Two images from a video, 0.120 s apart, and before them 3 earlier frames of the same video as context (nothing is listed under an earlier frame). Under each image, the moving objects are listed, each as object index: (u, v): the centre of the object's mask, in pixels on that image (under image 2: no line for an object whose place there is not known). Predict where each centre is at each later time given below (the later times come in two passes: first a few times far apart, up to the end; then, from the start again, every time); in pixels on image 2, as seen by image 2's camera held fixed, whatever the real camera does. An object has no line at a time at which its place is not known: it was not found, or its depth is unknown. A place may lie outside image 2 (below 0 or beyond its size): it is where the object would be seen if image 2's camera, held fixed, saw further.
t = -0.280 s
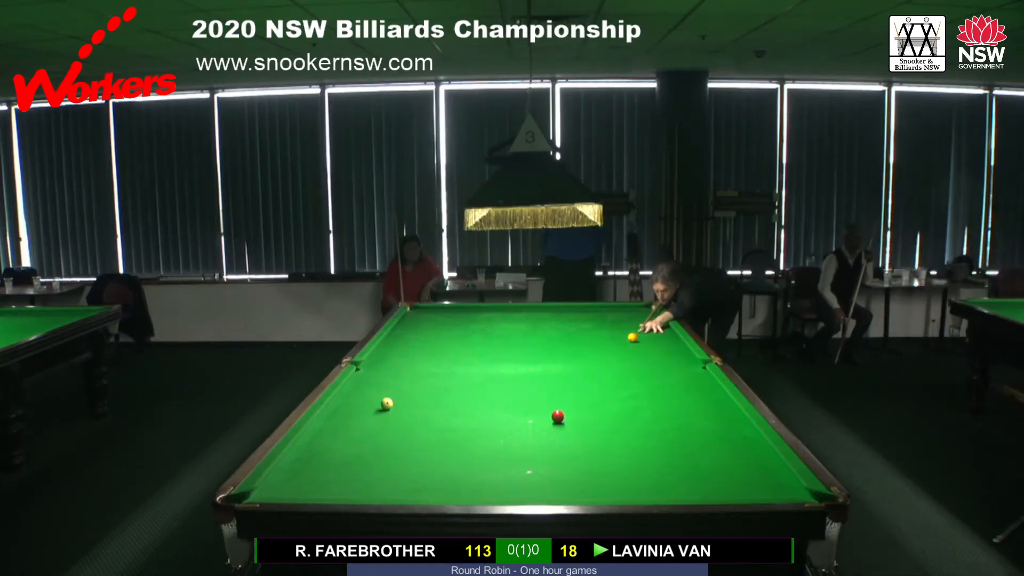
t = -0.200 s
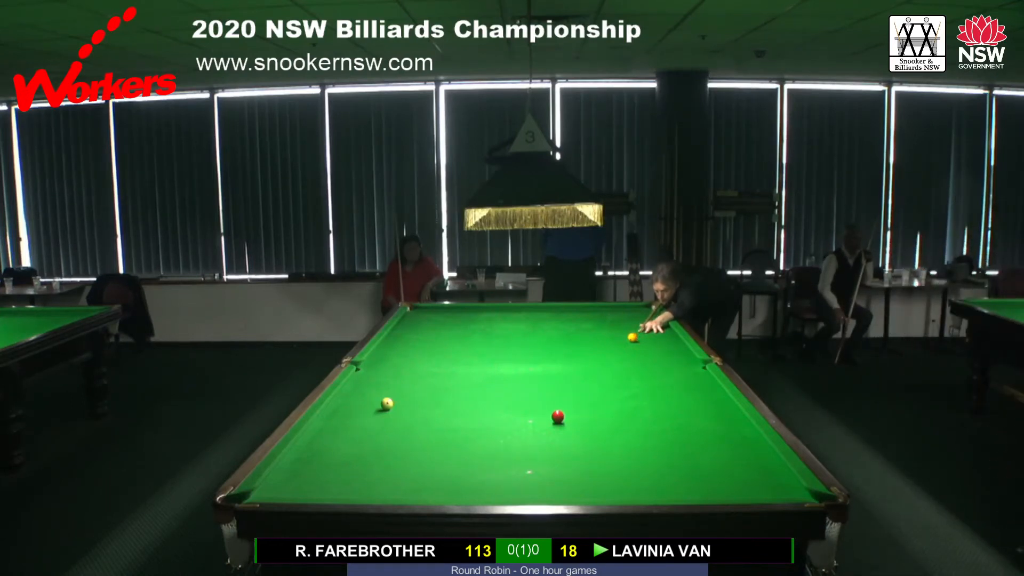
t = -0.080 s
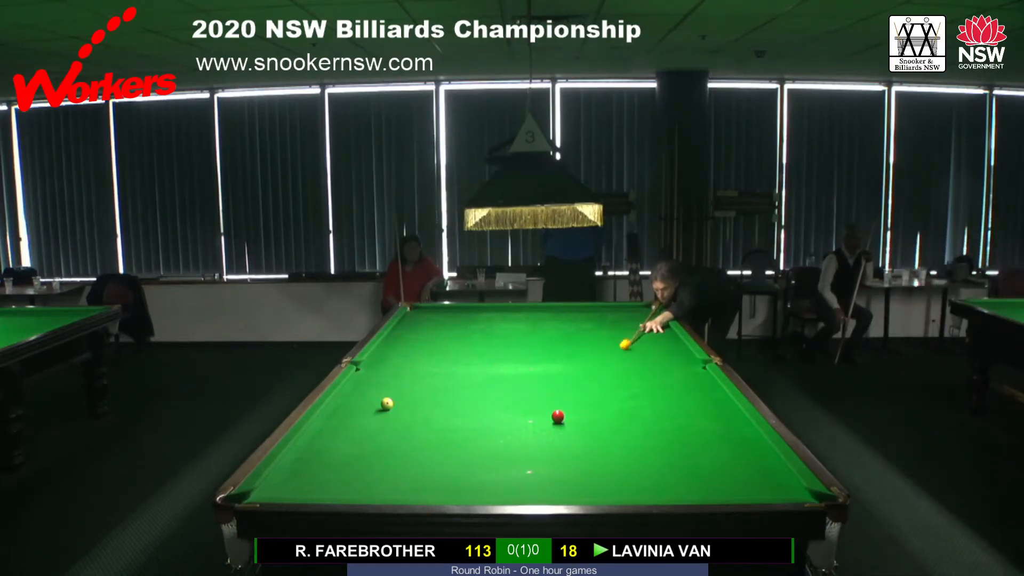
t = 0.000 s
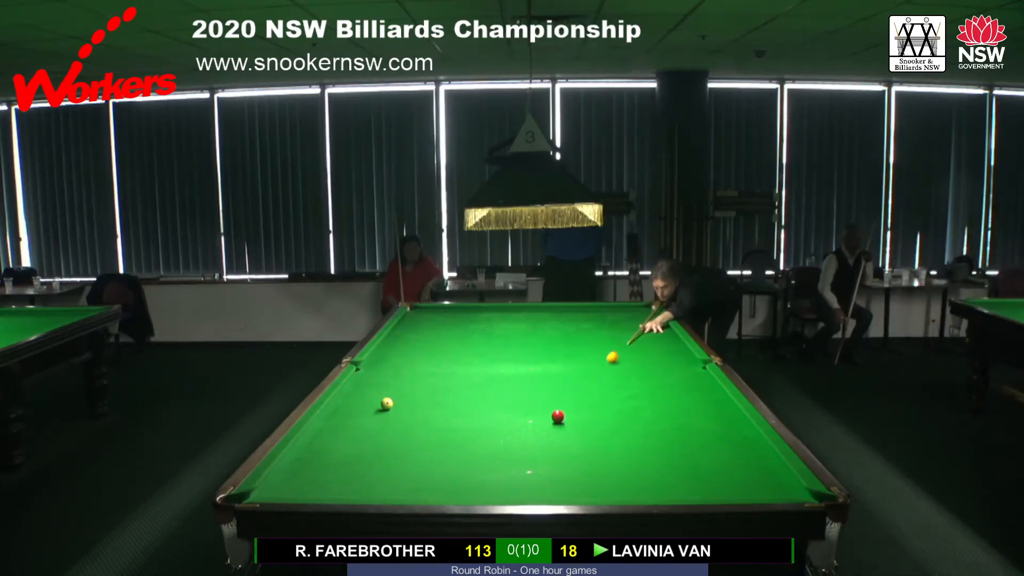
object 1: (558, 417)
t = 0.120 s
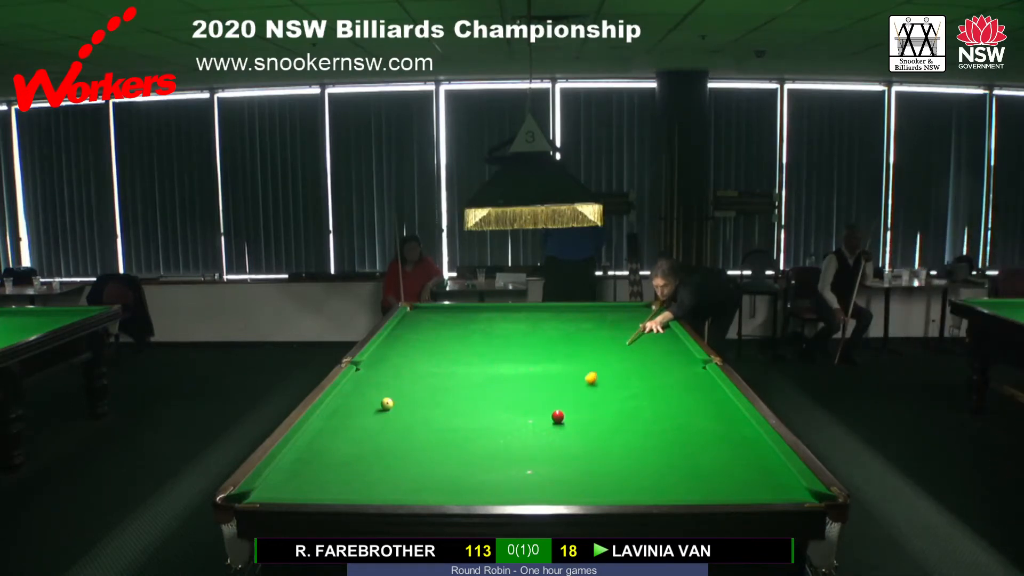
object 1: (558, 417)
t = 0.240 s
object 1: (558, 417)
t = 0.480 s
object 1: (574, 456)
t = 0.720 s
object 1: (593, 490)
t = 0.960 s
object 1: (600, 452)
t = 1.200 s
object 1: (605, 423)
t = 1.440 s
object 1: (610, 400)
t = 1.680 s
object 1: (613, 381)
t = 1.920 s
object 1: (617, 366)
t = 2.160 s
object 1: (619, 352)
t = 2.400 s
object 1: (622, 341)
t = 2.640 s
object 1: (624, 331)
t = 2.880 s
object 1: (626, 322)
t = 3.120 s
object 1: (628, 315)
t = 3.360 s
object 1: (630, 308)
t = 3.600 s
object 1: (634, 308)
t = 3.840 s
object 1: (641, 312)
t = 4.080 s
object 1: (647, 317)
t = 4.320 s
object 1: (654, 322)
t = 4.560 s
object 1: (661, 326)
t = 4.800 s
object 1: (668, 331)
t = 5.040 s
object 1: (675, 336)
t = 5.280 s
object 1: (678, 341)
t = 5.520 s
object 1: (679, 345)
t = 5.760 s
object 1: (681, 349)
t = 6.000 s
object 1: (682, 354)
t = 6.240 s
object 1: (683, 358)
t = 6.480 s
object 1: (684, 362)
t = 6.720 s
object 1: (685, 366)
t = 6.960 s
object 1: (686, 370)
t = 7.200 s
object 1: (686, 373)
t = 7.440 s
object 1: (687, 377)
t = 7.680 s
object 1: (687, 380)
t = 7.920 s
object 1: (687, 382)
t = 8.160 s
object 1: (688, 385)
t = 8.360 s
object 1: (688, 387)
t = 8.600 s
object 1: (688, 389)
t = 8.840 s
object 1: (689, 391)
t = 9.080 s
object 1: (689, 392)
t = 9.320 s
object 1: (689, 392)
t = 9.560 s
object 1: (689, 393)
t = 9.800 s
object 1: (689, 393)
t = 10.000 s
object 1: (689, 393)
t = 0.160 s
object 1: (558, 417)
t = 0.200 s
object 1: (558, 417)
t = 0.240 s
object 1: (558, 417)
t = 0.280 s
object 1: (557, 417)
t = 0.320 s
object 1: (560, 422)
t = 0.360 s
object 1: (564, 431)
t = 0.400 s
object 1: (567, 439)
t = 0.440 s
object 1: (570, 448)
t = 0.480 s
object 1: (574, 456)
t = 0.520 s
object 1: (578, 465)
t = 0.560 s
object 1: (581, 474)
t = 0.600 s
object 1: (585, 482)
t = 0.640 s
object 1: (589, 490)
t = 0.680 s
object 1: (592, 494)
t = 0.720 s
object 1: (593, 490)
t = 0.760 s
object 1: (595, 483)
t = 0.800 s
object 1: (596, 475)
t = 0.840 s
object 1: (597, 469)
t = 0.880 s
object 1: (598, 463)
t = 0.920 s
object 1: (599, 457)
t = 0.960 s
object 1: (600, 452)
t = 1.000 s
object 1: (601, 447)
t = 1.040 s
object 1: (602, 441)
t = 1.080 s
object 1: (603, 437)
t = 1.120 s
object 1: (604, 432)
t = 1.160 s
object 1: (605, 428)
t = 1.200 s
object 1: (605, 423)
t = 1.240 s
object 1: (606, 419)
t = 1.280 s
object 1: (607, 415)
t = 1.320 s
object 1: (608, 411)
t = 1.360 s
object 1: (608, 407)
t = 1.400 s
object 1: (609, 404)
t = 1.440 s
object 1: (610, 400)
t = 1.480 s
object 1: (610, 397)
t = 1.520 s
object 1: (611, 393)
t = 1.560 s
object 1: (612, 390)
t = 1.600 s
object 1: (612, 387)
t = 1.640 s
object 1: (613, 384)
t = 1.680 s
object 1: (613, 381)
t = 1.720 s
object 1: (614, 378)
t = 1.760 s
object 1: (614, 376)
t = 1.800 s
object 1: (615, 373)
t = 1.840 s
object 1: (616, 371)
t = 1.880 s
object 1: (616, 368)
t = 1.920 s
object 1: (617, 366)
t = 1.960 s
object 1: (617, 363)
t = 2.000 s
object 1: (617, 361)
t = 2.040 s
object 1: (618, 359)
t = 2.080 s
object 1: (618, 357)
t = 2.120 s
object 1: (619, 355)
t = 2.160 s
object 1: (619, 352)
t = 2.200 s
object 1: (620, 350)
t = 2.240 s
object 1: (620, 348)
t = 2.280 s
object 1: (620, 347)
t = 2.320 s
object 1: (621, 345)
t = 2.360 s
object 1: (621, 343)
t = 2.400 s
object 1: (622, 341)
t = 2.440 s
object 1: (622, 339)
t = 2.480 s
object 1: (622, 338)
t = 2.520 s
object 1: (623, 336)
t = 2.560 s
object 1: (623, 334)
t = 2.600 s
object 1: (624, 333)
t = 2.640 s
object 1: (624, 331)
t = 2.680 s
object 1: (624, 330)
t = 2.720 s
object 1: (624, 328)
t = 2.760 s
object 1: (625, 327)
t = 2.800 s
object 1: (625, 325)
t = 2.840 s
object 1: (625, 324)
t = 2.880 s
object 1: (626, 322)
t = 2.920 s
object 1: (626, 321)
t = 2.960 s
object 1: (626, 320)
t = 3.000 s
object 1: (627, 318)
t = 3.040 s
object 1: (627, 317)
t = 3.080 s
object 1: (627, 316)
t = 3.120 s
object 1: (628, 315)
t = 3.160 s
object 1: (628, 314)
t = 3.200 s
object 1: (628, 312)
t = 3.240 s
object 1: (629, 311)
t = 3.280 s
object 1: (629, 310)
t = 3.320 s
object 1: (629, 309)
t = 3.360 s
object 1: (630, 308)
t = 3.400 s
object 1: (630, 307)
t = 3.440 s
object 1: (630, 306)
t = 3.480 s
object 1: (630, 306)
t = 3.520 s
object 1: (631, 306)
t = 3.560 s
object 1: (633, 308)
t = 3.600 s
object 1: (634, 308)
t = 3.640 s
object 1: (635, 308)
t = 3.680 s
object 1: (636, 309)
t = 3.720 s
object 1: (637, 310)
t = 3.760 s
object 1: (638, 311)
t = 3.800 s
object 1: (639, 311)
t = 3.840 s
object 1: (641, 312)
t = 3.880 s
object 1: (642, 313)
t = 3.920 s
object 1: (643, 314)
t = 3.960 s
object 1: (644, 315)
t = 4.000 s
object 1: (645, 316)
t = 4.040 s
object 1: (646, 316)
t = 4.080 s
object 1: (647, 317)
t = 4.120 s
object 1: (648, 318)
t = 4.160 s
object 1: (649, 319)
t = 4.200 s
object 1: (651, 319)
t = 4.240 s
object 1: (652, 320)
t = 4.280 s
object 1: (653, 321)
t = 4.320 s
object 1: (654, 322)
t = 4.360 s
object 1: (655, 322)
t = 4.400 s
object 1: (656, 323)
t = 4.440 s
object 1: (658, 324)
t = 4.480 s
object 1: (659, 325)
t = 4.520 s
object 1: (660, 325)
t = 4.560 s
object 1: (661, 326)
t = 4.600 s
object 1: (662, 327)
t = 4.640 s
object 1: (663, 328)
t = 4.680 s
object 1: (664, 329)
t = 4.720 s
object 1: (666, 330)
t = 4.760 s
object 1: (667, 330)
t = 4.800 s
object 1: (668, 331)
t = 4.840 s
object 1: (669, 332)
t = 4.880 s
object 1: (670, 333)
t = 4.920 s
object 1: (671, 334)
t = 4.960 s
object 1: (673, 335)
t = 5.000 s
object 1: (674, 335)
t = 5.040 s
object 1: (675, 336)
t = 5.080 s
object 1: (676, 337)
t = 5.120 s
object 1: (677, 338)
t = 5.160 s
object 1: (677, 338)
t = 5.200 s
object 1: (677, 339)
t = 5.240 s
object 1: (678, 340)
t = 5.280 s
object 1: (678, 341)
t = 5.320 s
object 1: (678, 341)
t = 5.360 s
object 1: (679, 342)
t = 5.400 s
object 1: (679, 343)
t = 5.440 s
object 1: (679, 344)
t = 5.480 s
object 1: (680, 344)
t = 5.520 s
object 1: (679, 345)
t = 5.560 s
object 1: (680, 346)
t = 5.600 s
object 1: (680, 347)
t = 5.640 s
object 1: (680, 347)
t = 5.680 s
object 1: (680, 348)
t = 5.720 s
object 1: (681, 349)
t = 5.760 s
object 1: (681, 349)
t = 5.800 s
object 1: (681, 350)
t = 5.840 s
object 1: (681, 351)
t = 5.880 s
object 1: (682, 352)
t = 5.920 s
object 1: (682, 352)
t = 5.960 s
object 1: (682, 353)
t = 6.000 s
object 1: (682, 354)
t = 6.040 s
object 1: (682, 354)
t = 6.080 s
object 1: (683, 355)
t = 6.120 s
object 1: (683, 356)
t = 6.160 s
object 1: (683, 357)
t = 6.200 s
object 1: (683, 357)
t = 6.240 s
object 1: (683, 358)
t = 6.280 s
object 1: (683, 359)
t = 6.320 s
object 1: (683, 359)
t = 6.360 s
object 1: (683, 360)
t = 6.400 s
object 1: (684, 361)
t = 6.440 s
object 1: (684, 361)
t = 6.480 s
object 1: (684, 362)
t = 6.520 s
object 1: (684, 363)
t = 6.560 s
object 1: (684, 363)
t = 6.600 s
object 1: (684, 364)
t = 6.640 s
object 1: (684, 365)
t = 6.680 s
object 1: (685, 365)
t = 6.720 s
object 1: (685, 366)
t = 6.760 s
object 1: (685, 367)
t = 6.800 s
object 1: (685, 367)
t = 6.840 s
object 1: (685, 368)
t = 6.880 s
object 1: (685, 369)
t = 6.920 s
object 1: (685, 369)
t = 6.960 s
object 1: (686, 370)
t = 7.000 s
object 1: (686, 370)
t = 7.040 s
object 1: (686, 371)
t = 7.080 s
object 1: (686, 371)
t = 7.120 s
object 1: (686, 372)
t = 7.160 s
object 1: (686, 373)
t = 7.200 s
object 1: (686, 373)
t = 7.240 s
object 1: (686, 374)
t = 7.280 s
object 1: (686, 374)
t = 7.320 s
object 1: (686, 375)
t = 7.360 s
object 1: (687, 376)
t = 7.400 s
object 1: (686, 376)
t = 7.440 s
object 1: (687, 377)
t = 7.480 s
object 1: (687, 377)
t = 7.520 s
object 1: (687, 378)
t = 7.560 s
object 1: (687, 378)
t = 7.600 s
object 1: (687, 379)
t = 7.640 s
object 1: (687, 379)
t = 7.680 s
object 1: (687, 380)
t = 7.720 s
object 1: (687, 380)
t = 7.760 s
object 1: (687, 381)
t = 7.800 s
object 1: (687, 381)
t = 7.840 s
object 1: (687, 382)
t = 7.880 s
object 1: (687, 382)
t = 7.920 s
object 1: (687, 382)
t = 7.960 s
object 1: (687, 383)
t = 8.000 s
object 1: (687, 383)
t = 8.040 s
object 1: (687, 384)
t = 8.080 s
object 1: (687, 384)
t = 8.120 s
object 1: (688, 385)
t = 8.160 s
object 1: (688, 385)
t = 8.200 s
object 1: (688, 385)
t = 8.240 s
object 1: (688, 386)
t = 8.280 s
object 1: (688, 386)
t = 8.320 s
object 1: (688, 386)
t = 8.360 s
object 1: (688, 387)
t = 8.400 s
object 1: (688, 387)
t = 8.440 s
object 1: (688, 388)
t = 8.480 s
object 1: (688, 388)
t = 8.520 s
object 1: (688, 388)
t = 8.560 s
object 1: (688, 389)
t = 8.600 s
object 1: (688, 389)
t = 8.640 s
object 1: (689, 389)
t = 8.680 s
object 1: (689, 389)
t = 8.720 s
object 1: (688, 390)
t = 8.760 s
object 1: (689, 390)
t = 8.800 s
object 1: (689, 390)
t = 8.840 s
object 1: (689, 391)
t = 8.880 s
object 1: (689, 391)
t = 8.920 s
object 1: (689, 391)
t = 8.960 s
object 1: (689, 391)
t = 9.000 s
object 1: (689, 391)
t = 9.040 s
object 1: (689, 391)
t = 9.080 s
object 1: (689, 392)
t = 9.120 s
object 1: (689, 392)
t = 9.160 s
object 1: (688, 392)
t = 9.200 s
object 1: (689, 392)
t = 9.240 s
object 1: (689, 392)
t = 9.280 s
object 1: (689, 392)
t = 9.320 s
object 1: (689, 392)
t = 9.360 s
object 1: (689, 392)
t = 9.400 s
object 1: (689, 393)
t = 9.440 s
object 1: (689, 393)
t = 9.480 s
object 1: (689, 393)
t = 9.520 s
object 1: (689, 393)
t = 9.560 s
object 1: (689, 393)
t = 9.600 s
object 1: (689, 393)
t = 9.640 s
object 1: (689, 393)
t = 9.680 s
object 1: (689, 393)
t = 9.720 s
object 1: (689, 393)
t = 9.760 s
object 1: (689, 393)
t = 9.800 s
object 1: (689, 393)
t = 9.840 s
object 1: (689, 393)
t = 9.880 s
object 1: (689, 393)
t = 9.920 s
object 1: (689, 393)
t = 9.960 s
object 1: (689, 393)
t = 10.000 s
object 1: (689, 393)
